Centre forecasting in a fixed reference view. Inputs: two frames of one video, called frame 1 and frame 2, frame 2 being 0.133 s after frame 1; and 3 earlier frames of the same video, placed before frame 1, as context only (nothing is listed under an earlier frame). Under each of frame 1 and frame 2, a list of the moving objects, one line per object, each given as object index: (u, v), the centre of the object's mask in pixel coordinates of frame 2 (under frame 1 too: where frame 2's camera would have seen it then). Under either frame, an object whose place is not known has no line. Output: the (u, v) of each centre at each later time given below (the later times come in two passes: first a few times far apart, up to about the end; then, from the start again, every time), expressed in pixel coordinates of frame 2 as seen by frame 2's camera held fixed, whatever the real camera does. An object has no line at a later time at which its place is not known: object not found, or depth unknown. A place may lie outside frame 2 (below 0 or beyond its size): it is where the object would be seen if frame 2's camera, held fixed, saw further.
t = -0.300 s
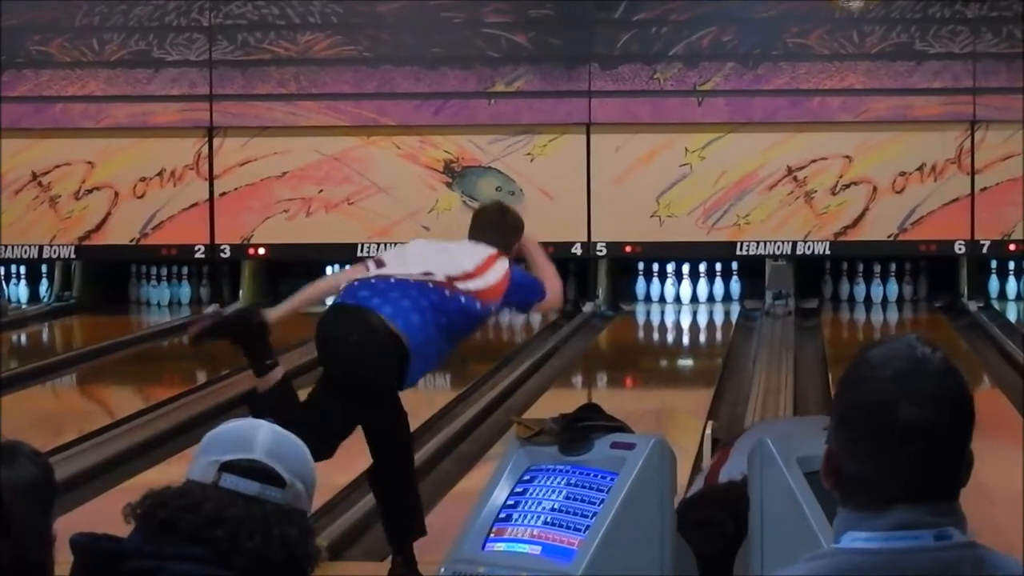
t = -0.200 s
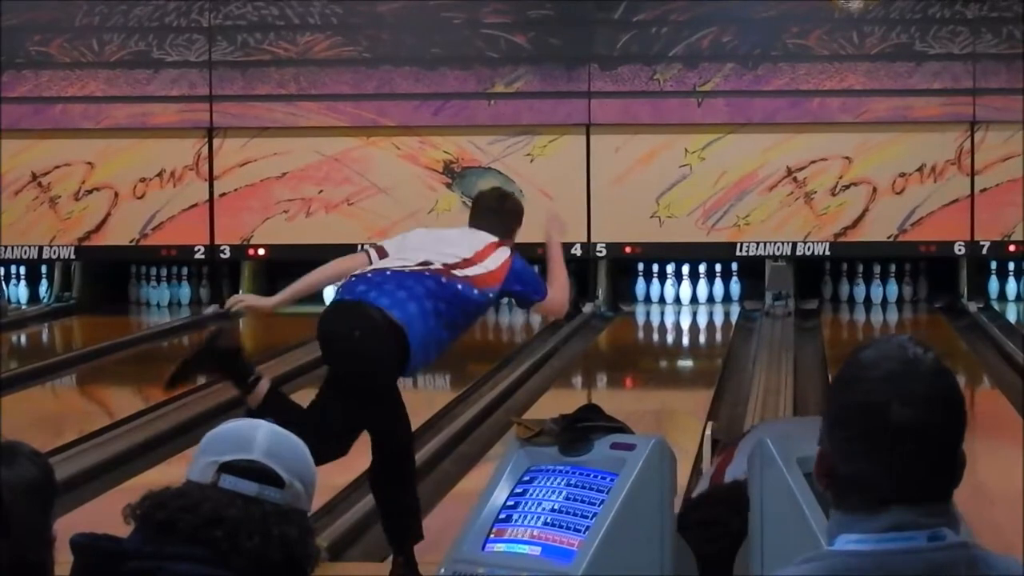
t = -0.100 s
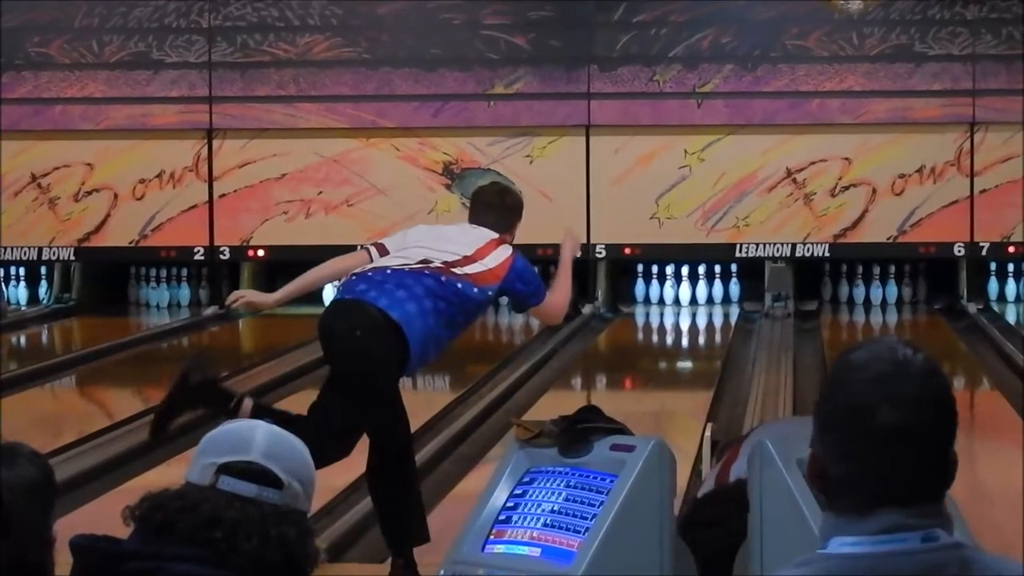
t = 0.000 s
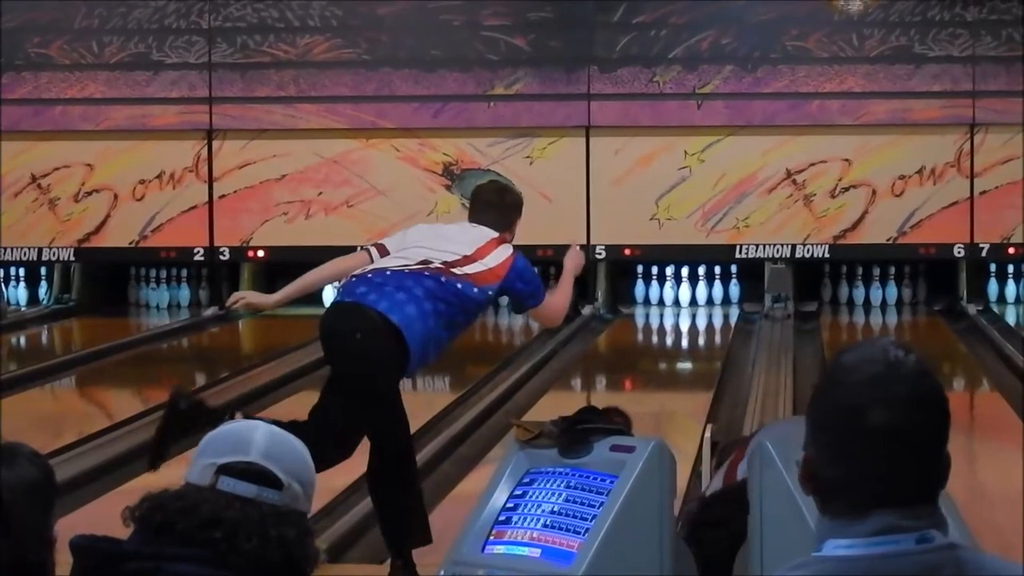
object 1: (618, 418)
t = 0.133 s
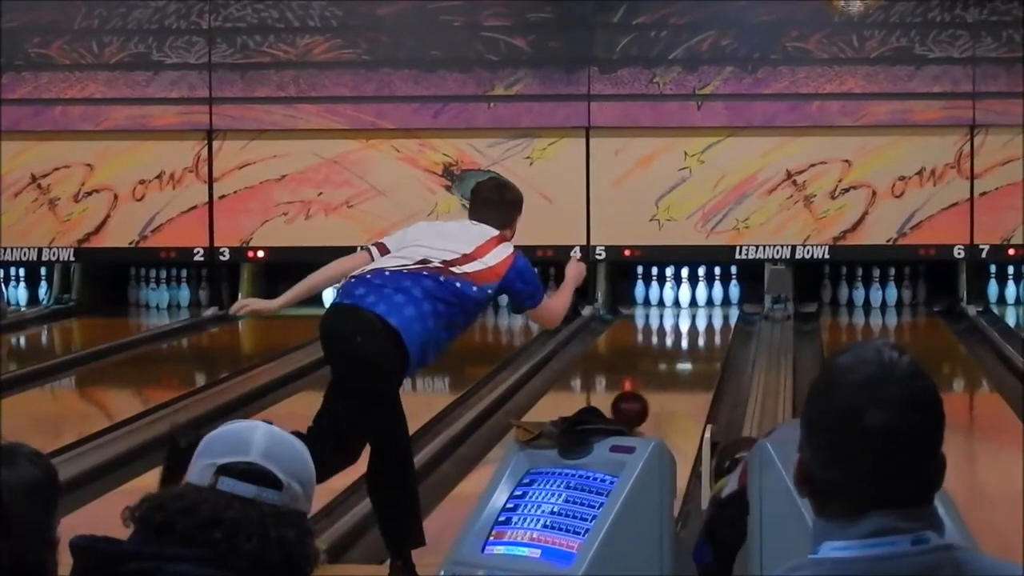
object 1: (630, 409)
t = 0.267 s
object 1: (645, 394)
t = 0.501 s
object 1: (668, 372)
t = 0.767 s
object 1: (688, 350)
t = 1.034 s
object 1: (704, 332)
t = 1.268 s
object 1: (710, 319)
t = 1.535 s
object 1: (707, 307)
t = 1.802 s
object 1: (693, 298)
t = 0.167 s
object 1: (634, 405)
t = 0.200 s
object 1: (638, 401)
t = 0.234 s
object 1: (641, 397)
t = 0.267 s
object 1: (645, 394)
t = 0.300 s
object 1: (649, 390)
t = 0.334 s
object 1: (652, 387)
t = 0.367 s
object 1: (656, 383)
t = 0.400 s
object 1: (659, 380)
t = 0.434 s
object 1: (662, 377)
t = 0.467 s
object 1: (665, 375)
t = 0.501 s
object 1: (668, 372)
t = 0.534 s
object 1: (671, 368)
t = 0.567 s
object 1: (674, 366)
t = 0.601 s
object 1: (677, 363)
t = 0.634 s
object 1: (679, 361)
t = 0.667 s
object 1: (681, 357)
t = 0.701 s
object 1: (684, 354)
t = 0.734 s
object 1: (687, 352)
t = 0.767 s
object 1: (688, 350)
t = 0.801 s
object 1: (690, 347)
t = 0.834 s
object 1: (693, 345)
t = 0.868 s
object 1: (695, 342)
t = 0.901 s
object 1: (697, 340)
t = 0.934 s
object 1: (699, 338)
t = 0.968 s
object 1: (701, 336)
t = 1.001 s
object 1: (702, 333)
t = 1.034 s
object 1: (704, 332)
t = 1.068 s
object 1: (706, 329)
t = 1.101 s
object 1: (707, 328)
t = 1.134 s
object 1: (708, 326)
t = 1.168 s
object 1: (709, 324)
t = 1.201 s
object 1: (709, 322)
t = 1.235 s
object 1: (710, 320)
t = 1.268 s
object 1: (710, 319)
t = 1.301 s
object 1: (710, 317)
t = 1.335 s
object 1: (711, 316)
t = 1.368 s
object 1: (711, 314)
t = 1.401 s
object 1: (710, 313)
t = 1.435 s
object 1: (710, 311)
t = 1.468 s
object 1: (709, 310)
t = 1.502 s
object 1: (708, 308)
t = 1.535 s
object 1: (707, 307)
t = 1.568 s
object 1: (706, 306)
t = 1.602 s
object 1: (704, 304)
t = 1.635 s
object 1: (703, 303)
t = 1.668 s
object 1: (701, 302)
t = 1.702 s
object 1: (699, 301)
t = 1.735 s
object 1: (697, 299)
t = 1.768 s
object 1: (694, 299)
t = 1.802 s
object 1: (693, 298)
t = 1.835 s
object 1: (694, 297)
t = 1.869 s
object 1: (692, 296)
